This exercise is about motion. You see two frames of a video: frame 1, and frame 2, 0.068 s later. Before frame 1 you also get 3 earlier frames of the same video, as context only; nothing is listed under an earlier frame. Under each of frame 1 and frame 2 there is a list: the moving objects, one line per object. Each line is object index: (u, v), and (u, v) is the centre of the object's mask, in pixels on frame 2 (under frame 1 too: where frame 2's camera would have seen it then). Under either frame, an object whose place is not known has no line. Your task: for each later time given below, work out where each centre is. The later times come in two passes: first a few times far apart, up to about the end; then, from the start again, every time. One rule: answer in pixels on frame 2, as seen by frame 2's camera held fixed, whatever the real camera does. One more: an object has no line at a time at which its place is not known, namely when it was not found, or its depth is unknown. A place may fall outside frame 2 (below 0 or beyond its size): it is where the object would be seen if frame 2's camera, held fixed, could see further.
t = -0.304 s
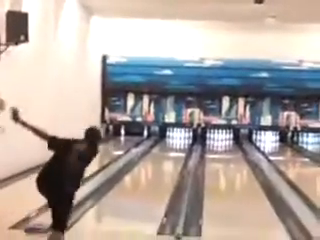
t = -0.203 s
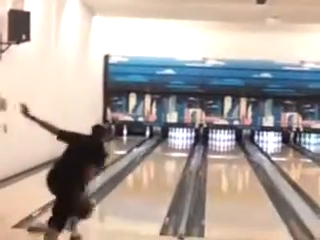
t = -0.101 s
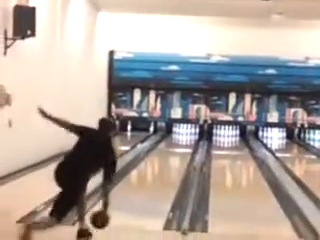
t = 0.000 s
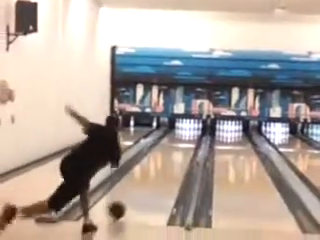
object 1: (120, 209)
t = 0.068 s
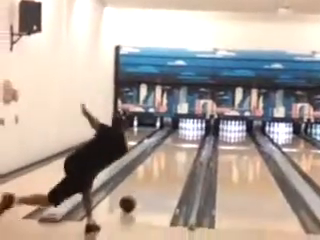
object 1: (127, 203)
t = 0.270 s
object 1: (145, 188)
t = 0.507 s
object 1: (160, 173)
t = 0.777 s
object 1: (173, 159)
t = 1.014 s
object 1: (181, 152)
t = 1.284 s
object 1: (187, 144)
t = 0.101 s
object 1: (130, 200)
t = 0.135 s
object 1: (134, 197)
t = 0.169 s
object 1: (137, 195)
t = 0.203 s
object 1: (140, 192)
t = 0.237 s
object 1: (143, 189)
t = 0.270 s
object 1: (145, 188)
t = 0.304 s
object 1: (148, 185)
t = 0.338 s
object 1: (150, 183)
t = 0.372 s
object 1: (152, 180)
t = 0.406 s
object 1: (154, 178)
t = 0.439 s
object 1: (156, 177)
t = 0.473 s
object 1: (158, 175)
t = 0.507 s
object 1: (160, 173)
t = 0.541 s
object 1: (162, 171)
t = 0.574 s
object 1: (163, 169)
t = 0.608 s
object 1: (165, 168)
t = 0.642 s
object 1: (166, 166)
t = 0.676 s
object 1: (168, 164)
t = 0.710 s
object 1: (171, 162)
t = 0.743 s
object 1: (172, 161)
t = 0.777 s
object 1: (173, 159)
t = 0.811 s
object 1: (174, 158)
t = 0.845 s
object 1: (175, 157)
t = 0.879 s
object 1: (176, 156)
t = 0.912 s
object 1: (178, 155)
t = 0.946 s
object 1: (179, 154)
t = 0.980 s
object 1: (180, 153)
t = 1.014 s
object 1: (181, 152)
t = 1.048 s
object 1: (181, 151)
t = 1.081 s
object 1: (182, 150)
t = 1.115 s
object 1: (184, 149)
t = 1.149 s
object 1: (184, 148)
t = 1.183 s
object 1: (184, 147)
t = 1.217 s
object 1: (185, 147)
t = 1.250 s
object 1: (186, 147)
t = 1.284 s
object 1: (187, 144)
